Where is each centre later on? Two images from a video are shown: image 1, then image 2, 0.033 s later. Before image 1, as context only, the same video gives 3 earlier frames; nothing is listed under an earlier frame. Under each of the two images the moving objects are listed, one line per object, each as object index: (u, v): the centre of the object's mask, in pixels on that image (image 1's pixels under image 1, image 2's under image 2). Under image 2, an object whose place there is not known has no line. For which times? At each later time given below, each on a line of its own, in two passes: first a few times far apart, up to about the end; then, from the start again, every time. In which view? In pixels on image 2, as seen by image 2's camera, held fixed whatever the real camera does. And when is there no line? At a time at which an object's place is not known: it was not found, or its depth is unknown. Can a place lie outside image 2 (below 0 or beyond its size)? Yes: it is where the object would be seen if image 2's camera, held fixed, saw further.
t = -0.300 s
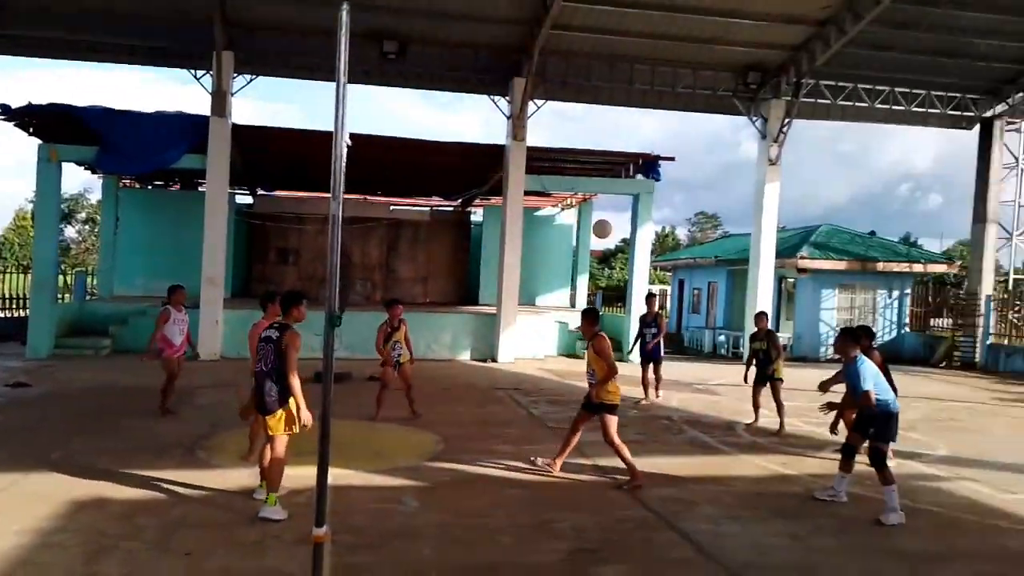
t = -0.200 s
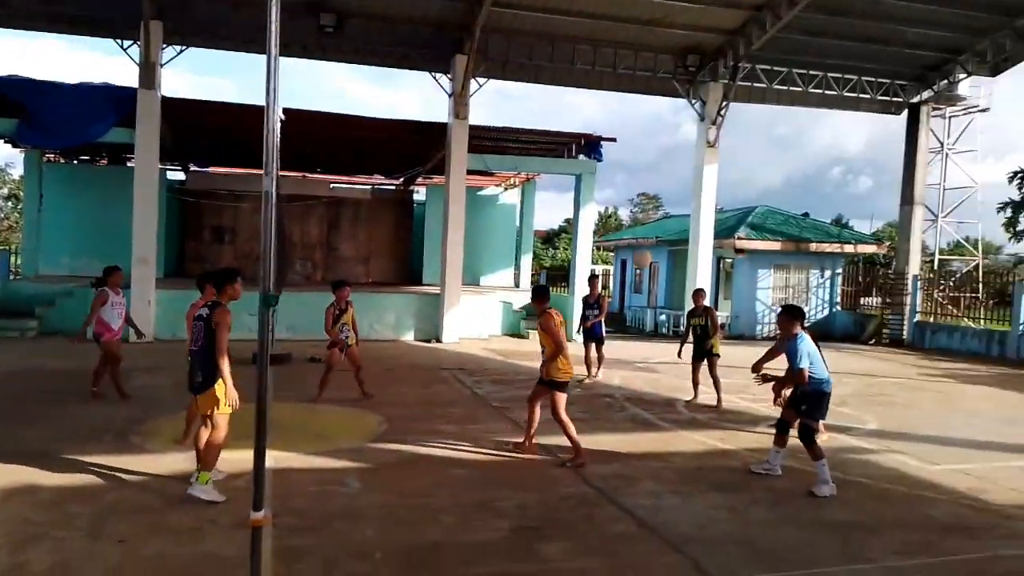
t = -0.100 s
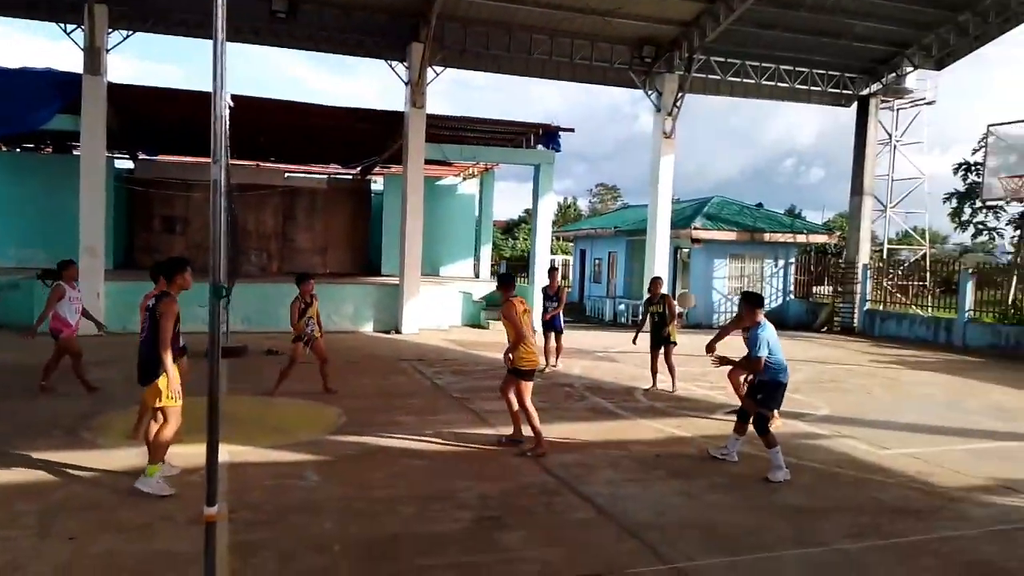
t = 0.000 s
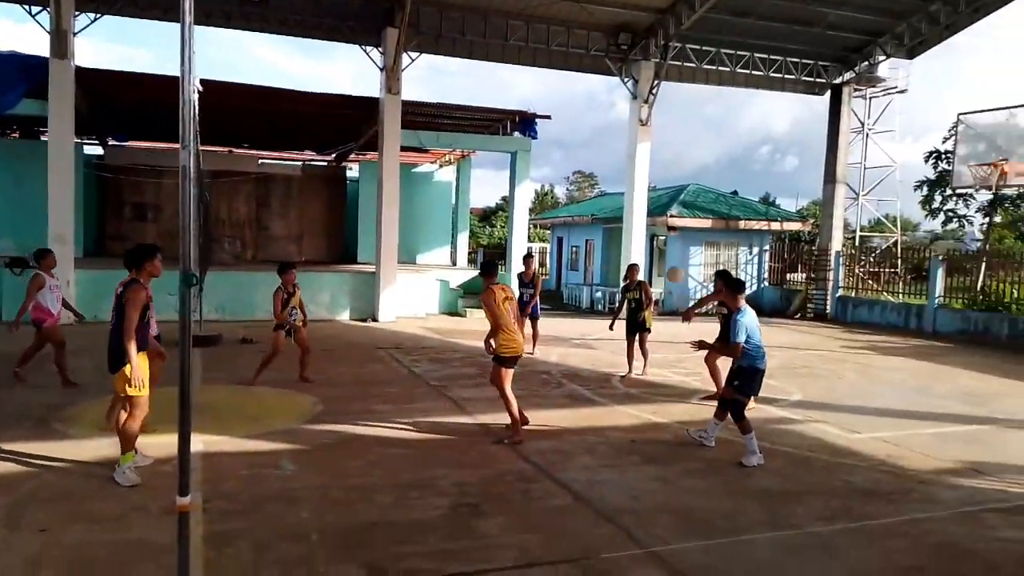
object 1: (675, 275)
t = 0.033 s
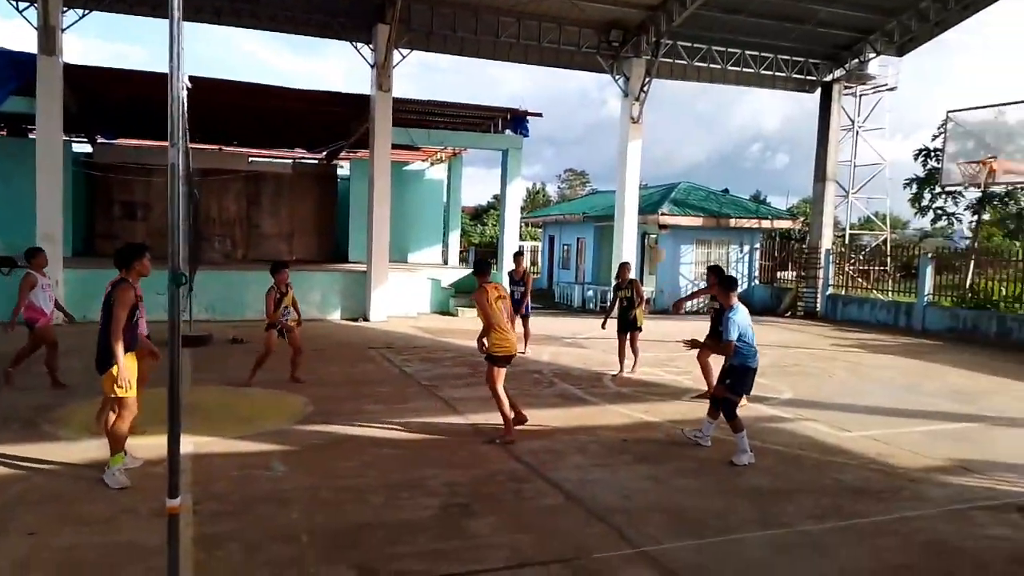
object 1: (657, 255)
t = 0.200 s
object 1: (605, 175)
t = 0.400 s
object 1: (546, 109)
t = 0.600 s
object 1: (487, 77)
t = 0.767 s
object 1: (439, 78)
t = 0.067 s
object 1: (646, 235)
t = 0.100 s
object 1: (637, 220)
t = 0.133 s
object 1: (626, 204)
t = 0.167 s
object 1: (616, 189)
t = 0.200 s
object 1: (605, 175)
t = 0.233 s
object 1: (596, 162)
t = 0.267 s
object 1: (586, 150)
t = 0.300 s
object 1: (576, 138)
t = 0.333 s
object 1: (566, 128)
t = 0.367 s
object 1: (556, 118)
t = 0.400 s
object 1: (546, 109)
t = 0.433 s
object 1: (537, 102)
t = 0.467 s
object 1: (527, 95)
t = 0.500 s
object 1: (517, 89)
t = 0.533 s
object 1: (507, 84)
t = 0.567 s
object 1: (497, 80)
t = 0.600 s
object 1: (487, 77)
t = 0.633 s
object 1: (477, 76)
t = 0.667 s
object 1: (467, 75)
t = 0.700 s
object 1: (458, 75)
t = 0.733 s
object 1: (448, 76)
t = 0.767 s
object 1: (439, 78)
